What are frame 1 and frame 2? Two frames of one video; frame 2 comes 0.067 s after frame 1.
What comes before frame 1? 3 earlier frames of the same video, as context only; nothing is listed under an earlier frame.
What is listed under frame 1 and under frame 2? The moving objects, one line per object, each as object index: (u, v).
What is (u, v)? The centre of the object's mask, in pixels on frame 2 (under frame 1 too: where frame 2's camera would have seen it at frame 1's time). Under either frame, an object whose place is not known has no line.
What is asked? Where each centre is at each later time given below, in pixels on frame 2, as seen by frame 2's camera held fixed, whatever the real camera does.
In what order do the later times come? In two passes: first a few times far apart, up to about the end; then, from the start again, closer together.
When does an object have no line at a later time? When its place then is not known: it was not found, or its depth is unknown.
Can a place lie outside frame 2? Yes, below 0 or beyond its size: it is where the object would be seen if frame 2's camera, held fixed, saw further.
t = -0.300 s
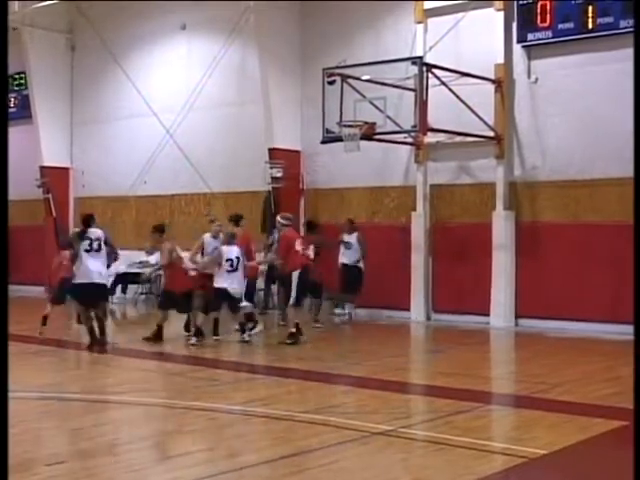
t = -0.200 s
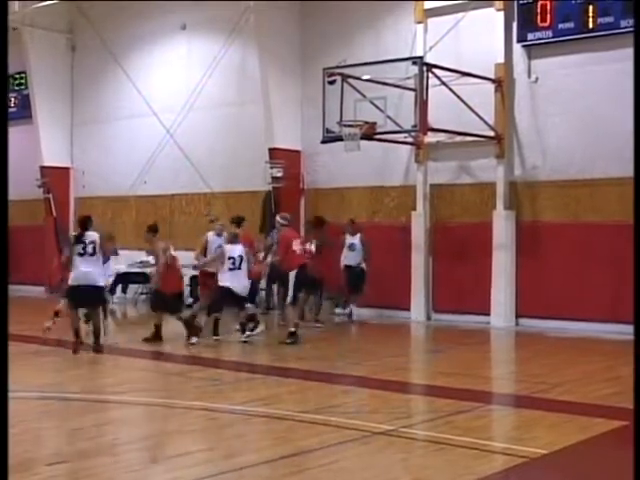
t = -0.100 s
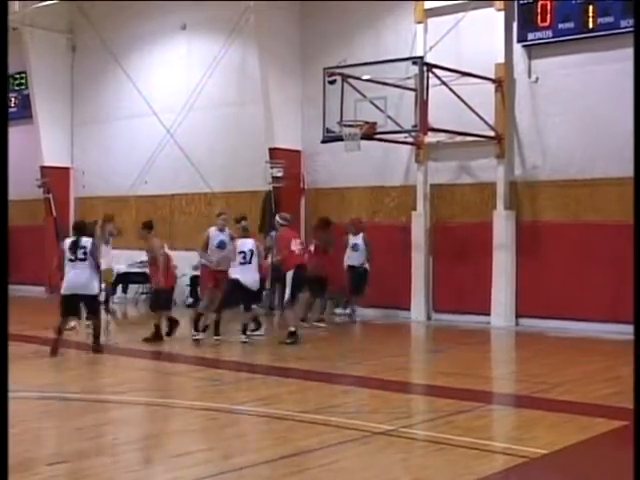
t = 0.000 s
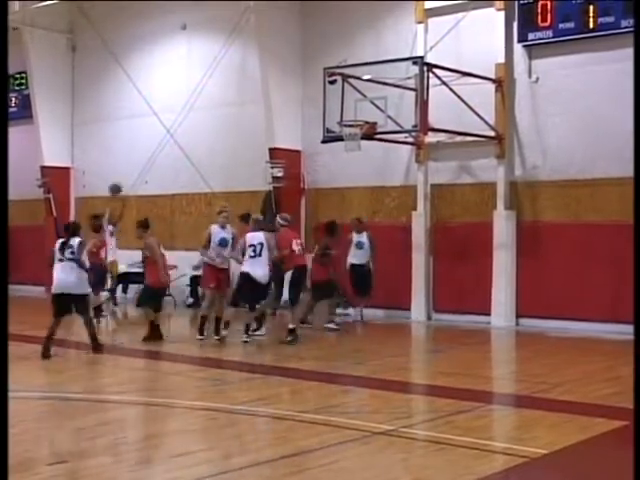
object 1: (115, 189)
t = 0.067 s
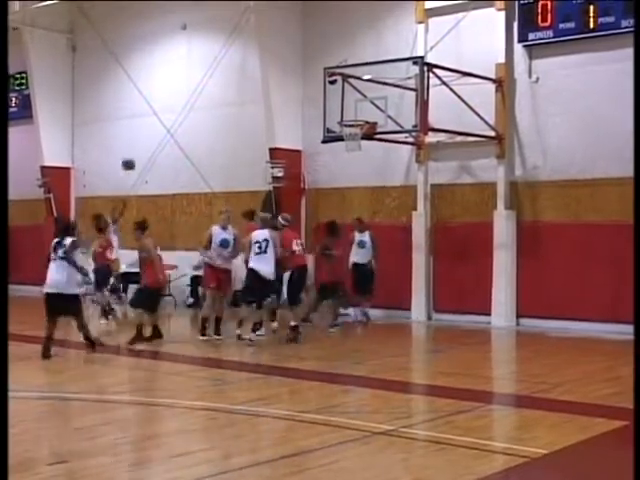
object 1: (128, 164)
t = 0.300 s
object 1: (175, 97)
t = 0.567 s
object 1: (230, 57)
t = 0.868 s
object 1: (297, 66)
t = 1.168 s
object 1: (361, 131)
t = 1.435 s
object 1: (346, 137)
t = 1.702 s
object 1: (355, 160)
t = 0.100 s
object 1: (134, 153)
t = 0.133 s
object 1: (141, 143)
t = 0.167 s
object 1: (148, 132)
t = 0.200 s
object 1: (154, 123)
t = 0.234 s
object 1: (161, 114)
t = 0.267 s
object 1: (168, 105)
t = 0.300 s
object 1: (175, 97)
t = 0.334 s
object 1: (181, 90)
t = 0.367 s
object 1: (188, 83)
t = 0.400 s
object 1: (195, 78)
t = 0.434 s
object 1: (202, 72)
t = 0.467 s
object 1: (209, 68)
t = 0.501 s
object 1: (216, 64)
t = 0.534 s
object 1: (223, 60)
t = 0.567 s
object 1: (230, 57)
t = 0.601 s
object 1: (237, 56)
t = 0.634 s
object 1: (244, 55)
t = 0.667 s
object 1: (251, 55)
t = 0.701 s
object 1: (259, 55)
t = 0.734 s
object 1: (266, 56)
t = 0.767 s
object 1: (274, 57)
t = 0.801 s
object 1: (281, 59)
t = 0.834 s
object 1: (289, 62)
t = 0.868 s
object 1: (297, 66)
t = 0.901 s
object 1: (304, 70)
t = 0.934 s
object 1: (312, 75)
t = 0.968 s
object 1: (319, 81)
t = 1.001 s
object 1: (328, 87)
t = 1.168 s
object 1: (361, 131)
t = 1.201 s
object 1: (354, 137)
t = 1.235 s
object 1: (349, 144)
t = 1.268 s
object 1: (348, 139)
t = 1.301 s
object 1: (346, 138)
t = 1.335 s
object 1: (346, 137)
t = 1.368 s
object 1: (346, 137)
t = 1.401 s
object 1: (345, 138)
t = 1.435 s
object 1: (346, 137)
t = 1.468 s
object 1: (346, 138)
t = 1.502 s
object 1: (347, 138)
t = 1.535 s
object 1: (348, 139)
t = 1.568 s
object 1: (349, 143)
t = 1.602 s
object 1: (350, 149)
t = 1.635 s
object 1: (352, 151)
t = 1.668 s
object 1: (353, 155)
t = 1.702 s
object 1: (355, 160)
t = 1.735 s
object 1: (357, 165)
